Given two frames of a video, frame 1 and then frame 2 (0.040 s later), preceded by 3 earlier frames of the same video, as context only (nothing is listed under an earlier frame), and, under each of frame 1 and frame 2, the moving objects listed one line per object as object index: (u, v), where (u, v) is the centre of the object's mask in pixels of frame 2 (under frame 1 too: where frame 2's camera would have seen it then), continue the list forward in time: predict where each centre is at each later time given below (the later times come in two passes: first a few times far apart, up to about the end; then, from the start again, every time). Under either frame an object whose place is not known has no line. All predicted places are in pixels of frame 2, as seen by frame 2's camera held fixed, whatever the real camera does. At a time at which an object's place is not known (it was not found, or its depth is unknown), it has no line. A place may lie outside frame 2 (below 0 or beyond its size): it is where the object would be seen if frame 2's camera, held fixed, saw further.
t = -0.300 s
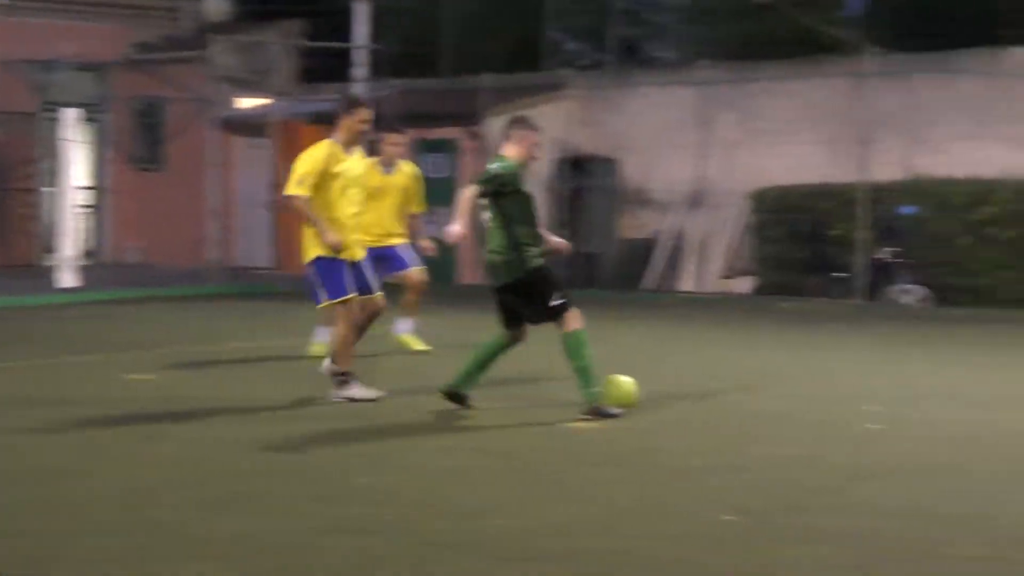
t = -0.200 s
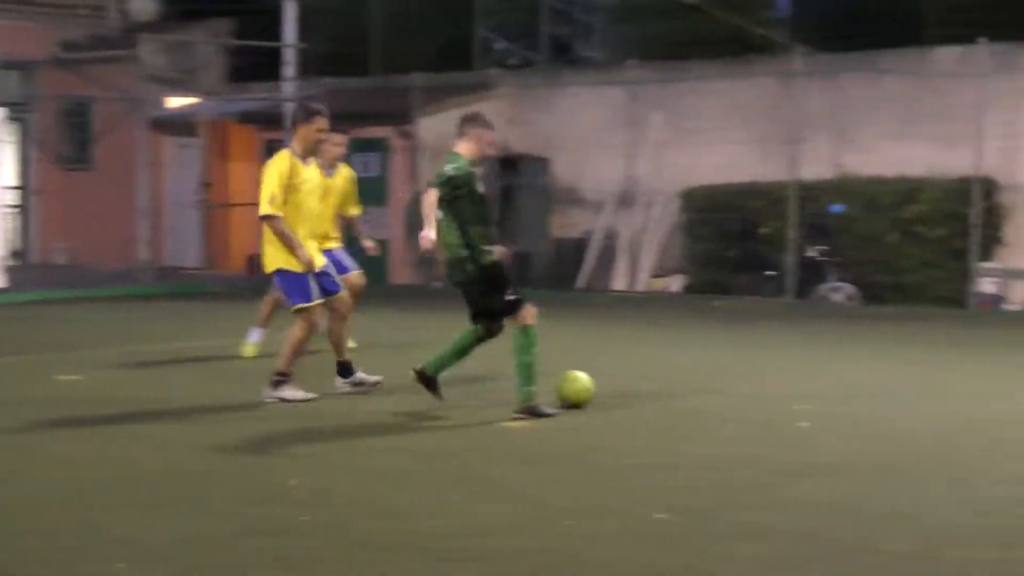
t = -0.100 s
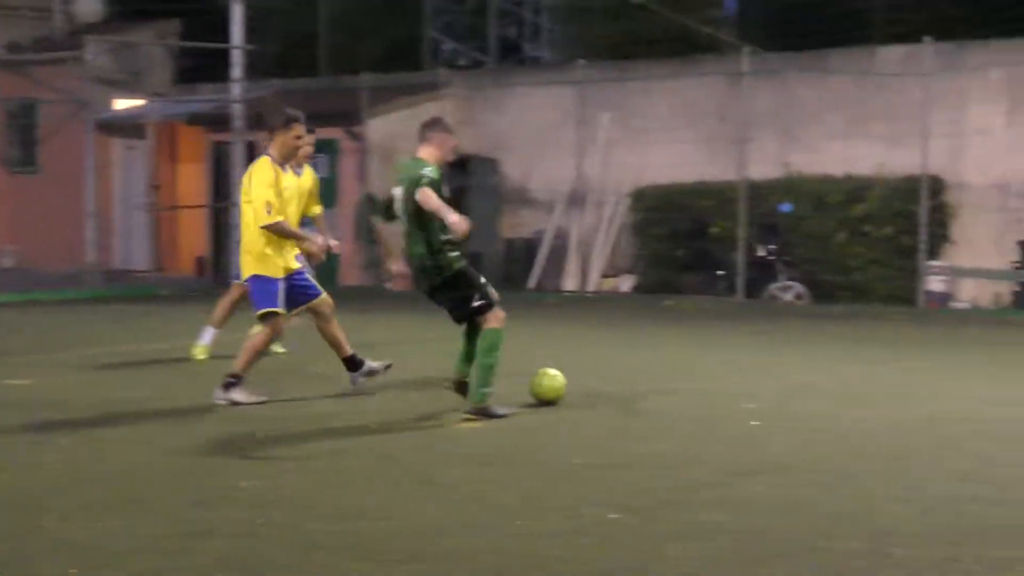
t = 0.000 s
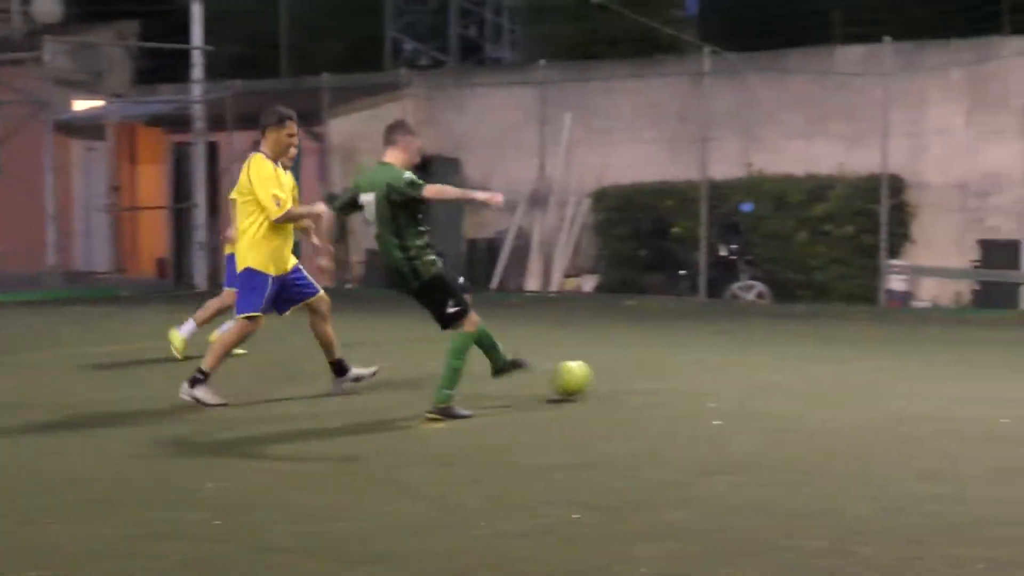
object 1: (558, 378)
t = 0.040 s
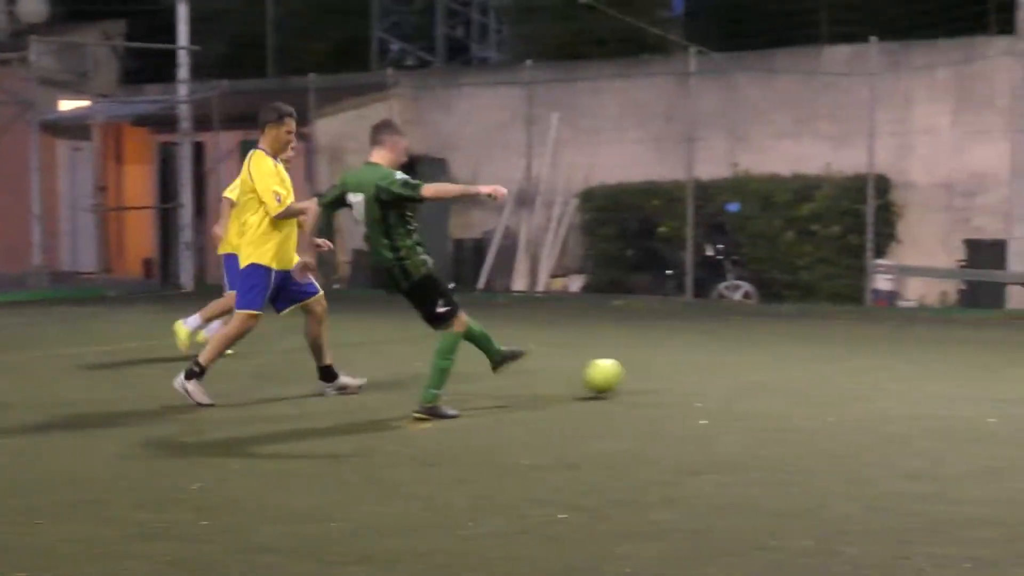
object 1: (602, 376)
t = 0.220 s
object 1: (780, 368)
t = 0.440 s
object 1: (941, 359)
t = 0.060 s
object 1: (624, 375)
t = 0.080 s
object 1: (646, 376)
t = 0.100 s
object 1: (667, 374)
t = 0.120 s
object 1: (686, 371)
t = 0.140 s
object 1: (705, 370)
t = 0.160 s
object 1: (724, 369)
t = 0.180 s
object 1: (742, 369)
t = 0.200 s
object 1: (761, 368)
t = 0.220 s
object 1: (780, 368)
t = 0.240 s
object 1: (797, 367)
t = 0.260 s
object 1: (813, 365)
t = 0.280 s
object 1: (828, 364)
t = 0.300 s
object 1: (843, 363)
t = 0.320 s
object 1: (858, 363)
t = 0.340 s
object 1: (873, 364)
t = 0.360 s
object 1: (887, 364)
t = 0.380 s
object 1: (901, 362)
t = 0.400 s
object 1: (915, 361)
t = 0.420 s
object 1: (928, 361)
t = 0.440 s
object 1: (941, 359)
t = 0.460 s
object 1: (954, 358)
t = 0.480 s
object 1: (966, 358)
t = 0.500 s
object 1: (979, 356)
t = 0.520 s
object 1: (993, 356)
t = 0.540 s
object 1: (1006, 356)
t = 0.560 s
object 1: (1018, 355)
